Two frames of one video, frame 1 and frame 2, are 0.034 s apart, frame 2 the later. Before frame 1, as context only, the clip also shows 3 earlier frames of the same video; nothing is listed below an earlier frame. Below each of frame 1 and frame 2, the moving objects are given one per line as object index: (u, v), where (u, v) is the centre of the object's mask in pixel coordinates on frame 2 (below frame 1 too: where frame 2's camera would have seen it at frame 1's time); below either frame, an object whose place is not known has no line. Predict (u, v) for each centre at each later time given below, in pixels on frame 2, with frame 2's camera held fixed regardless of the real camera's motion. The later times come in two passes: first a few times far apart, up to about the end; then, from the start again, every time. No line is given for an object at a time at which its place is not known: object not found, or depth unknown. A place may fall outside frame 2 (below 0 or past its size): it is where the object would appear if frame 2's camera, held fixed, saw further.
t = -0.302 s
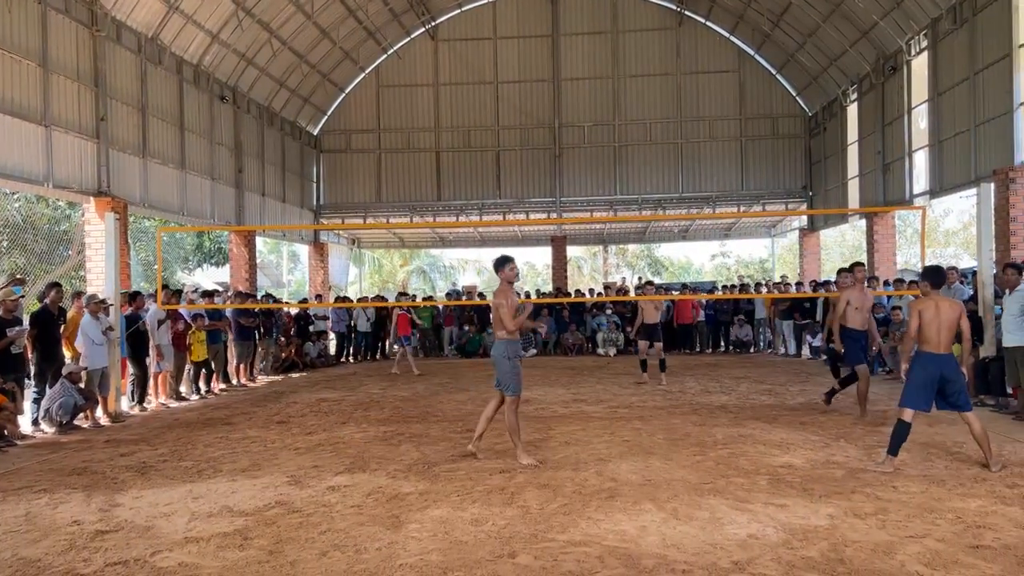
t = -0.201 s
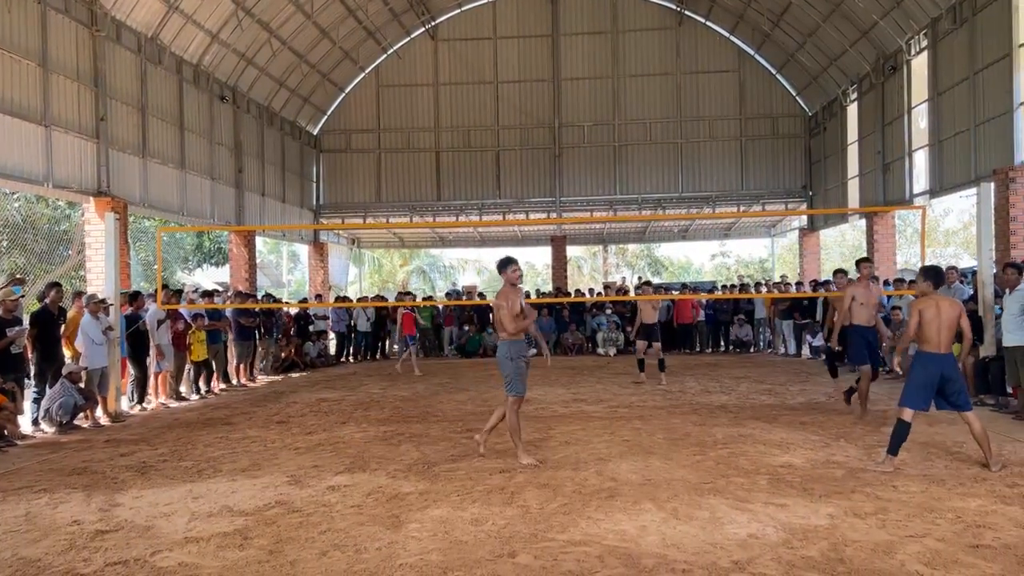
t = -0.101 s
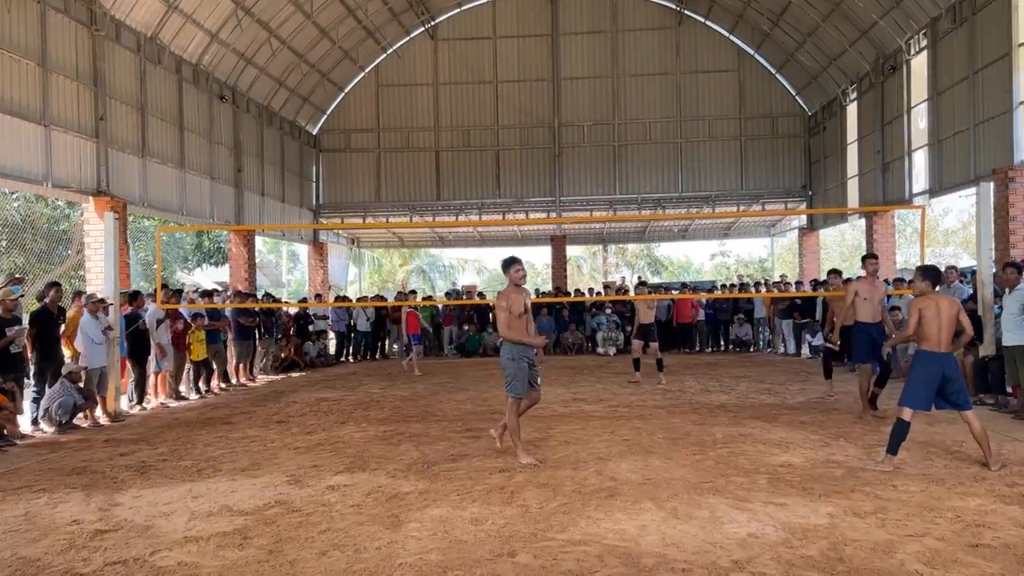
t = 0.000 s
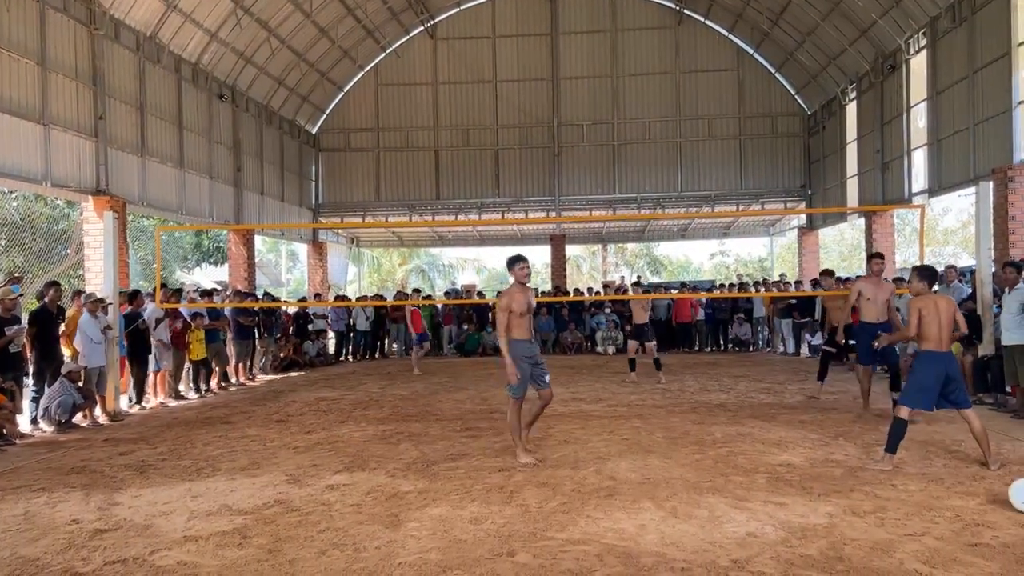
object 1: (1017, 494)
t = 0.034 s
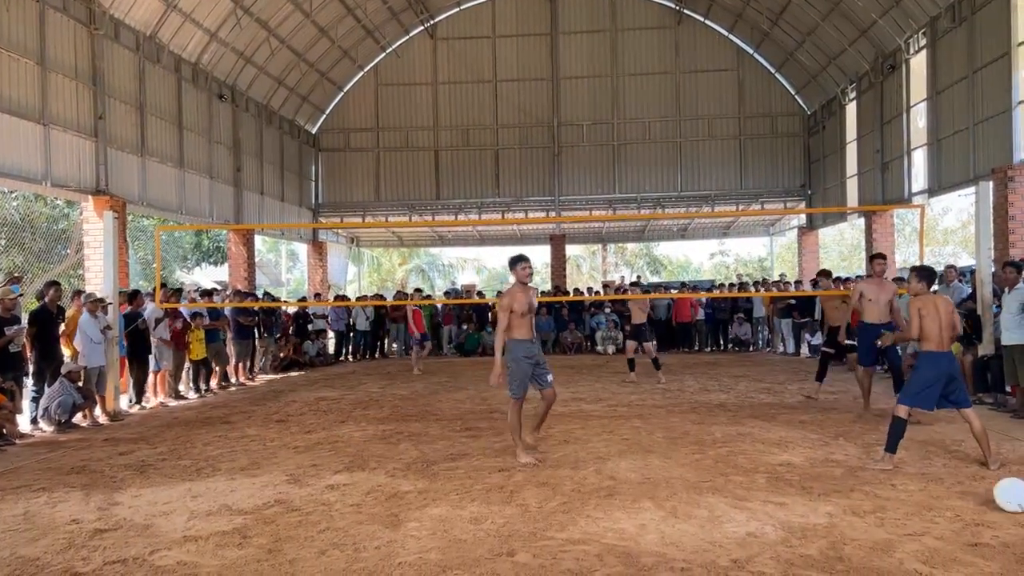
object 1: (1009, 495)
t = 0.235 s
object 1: (933, 488)
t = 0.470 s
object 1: (852, 482)
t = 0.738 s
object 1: (775, 475)
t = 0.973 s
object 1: (718, 467)
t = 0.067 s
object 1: (999, 494)
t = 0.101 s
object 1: (985, 493)
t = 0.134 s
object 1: (972, 494)
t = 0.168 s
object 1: (959, 491)
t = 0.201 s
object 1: (946, 488)
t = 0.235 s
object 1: (933, 488)
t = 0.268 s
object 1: (921, 488)
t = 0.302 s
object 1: (908, 488)
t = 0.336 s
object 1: (896, 486)
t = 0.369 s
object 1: (884, 485)
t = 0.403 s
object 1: (874, 483)
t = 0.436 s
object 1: (863, 483)
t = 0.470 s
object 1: (852, 482)
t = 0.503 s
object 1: (842, 480)
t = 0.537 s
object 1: (832, 479)
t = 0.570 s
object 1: (822, 477)
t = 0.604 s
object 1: (813, 477)
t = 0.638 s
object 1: (803, 477)
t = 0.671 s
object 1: (793, 477)
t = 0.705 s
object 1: (784, 476)
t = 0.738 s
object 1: (775, 475)
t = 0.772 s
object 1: (766, 474)
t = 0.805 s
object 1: (758, 473)
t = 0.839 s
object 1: (749, 471)
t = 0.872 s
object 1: (741, 470)
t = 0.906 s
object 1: (733, 470)
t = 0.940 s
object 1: (725, 468)
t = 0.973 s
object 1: (718, 467)
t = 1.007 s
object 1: (710, 467)
